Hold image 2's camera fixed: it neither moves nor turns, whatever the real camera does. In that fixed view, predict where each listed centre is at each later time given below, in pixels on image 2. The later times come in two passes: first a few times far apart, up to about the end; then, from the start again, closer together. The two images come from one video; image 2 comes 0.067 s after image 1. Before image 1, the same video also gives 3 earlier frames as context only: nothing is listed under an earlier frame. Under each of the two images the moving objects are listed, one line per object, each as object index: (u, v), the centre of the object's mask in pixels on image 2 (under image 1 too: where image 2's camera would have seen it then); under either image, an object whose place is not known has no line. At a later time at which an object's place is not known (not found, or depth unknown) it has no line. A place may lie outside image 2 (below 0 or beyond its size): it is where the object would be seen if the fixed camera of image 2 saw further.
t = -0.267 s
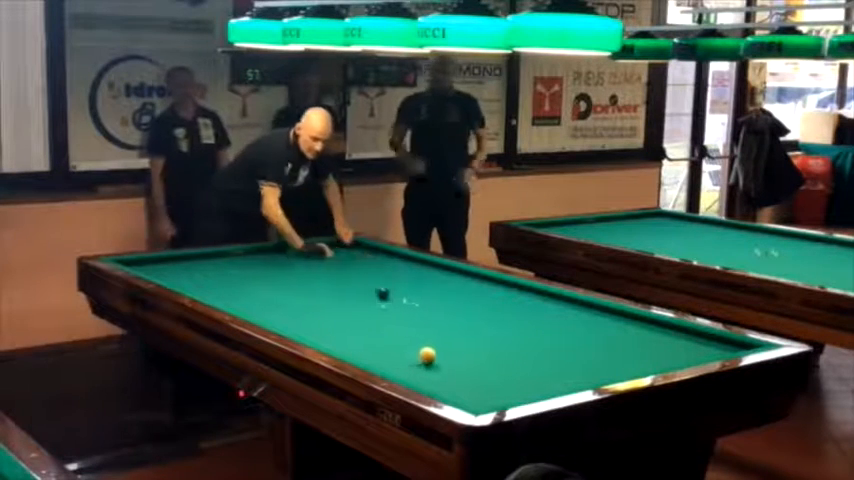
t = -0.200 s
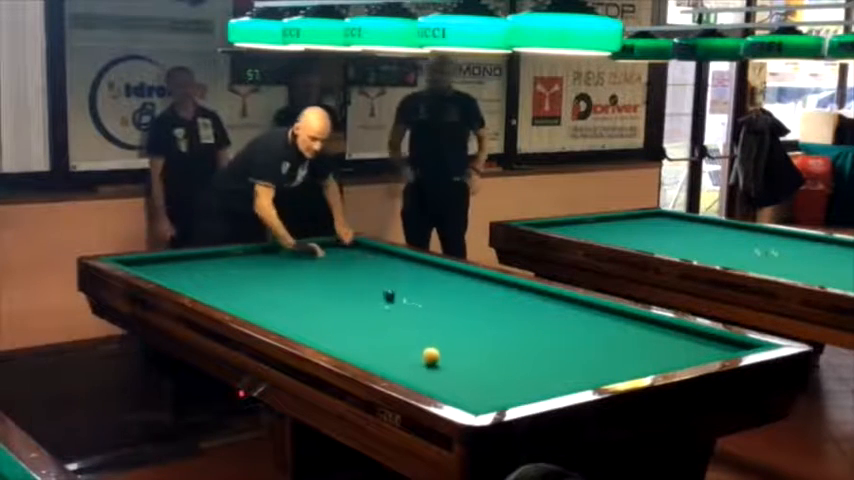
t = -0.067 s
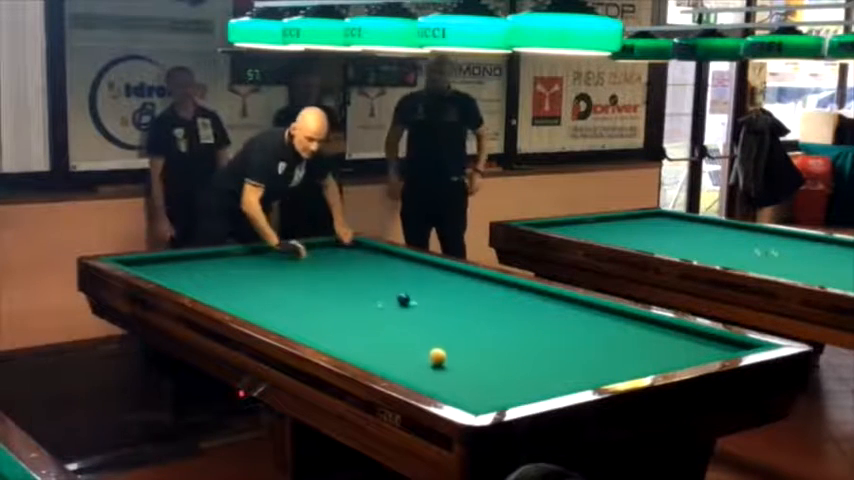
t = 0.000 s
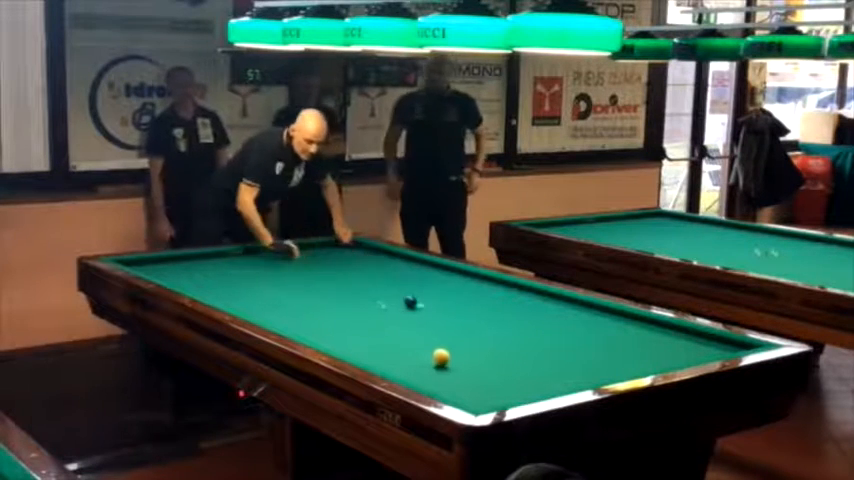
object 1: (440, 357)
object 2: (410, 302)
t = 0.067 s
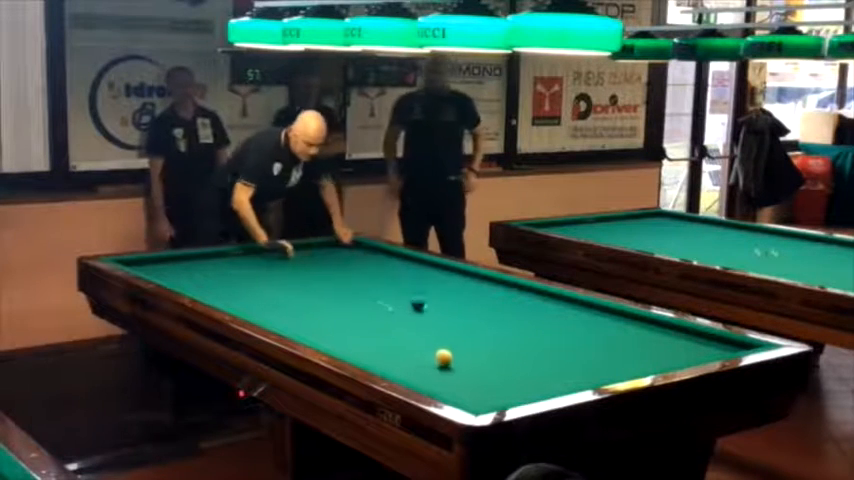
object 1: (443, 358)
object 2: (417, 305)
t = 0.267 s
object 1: (452, 359)
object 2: (440, 312)
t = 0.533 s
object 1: (464, 361)
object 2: (470, 322)
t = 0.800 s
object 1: (475, 362)
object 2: (502, 333)
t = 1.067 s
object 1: (485, 364)
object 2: (537, 344)
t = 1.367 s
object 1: (496, 365)
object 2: (578, 358)
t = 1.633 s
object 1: (505, 366)
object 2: (617, 371)
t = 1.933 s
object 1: (513, 368)
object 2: (613, 370)
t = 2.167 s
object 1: (520, 368)
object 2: (593, 364)
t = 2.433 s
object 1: (525, 369)
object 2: (573, 357)
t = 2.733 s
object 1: (531, 370)
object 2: (552, 351)
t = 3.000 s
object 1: (536, 370)
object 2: (534, 345)
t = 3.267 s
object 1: (539, 371)
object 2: (518, 340)
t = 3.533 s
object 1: (543, 371)
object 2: (502, 335)
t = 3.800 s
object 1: (544, 371)
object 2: (488, 331)
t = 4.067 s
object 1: (545, 371)
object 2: (475, 326)
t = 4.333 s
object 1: (545, 371)
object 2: (463, 322)
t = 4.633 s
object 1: (545, 371)
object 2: (451, 318)
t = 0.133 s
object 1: (446, 358)
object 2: (425, 309)
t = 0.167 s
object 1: (448, 358)
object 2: (429, 309)
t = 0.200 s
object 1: (449, 359)
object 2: (432, 310)
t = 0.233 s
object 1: (451, 359)
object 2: (436, 311)
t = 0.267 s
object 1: (452, 359)
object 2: (440, 312)
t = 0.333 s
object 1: (455, 360)
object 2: (447, 315)
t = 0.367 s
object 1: (457, 360)
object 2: (451, 316)
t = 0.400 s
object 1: (458, 360)
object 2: (455, 317)
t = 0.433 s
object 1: (459, 360)
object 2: (459, 318)
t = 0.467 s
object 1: (461, 361)
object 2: (463, 320)
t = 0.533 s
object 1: (464, 361)
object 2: (470, 322)
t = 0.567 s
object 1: (466, 361)
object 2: (474, 323)
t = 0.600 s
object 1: (467, 361)
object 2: (478, 325)
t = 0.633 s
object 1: (469, 362)
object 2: (482, 326)
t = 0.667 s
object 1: (470, 362)
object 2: (486, 328)
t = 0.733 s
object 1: (472, 362)
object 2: (494, 330)
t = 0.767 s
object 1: (474, 362)
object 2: (499, 331)
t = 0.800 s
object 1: (475, 362)
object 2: (502, 333)
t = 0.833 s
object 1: (477, 363)
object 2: (507, 334)
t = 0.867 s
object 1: (478, 363)
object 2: (511, 335)
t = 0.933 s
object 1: (480, 363)
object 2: (520, 339)
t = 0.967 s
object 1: (482, 363)
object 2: (524, 340)
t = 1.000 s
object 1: (483, 364)
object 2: (528, 341)
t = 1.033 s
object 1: (484, 364)
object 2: (533, 343)
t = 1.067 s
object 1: (485, 364)
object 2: (537, 344)
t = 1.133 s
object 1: (488, 364)
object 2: (546, 347)
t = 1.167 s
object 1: (489, 364)
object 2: (551, 348)
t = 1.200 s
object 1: (490, 364)
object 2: (555, 350)
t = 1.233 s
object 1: (492, 364)
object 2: (559, 351)
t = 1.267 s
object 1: (493, 365)
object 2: (564, 353)
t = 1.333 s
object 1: (495, 365)
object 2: (573, 356)
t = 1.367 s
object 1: (496, 365)
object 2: (578, 358)
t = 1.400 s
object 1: (498, 365)
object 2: (583, 359)
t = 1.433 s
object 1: (499, 365)
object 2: (588, 361)
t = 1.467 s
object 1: (499, 365)
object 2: (593, 362)
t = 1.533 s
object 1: (502, 366)
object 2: (602, 366)
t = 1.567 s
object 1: (502, 366)
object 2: (607, 367)
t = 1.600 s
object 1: (503, 366)
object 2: (612, 369)
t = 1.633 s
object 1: (505, 366)
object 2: (617, 371)
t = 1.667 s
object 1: (505, 366)
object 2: (622, 371)
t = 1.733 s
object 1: (508, 366)
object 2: (630, 371)
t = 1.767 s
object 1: (509, 367)
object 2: (629, 371)
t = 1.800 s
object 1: (509, 367)
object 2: (626, 371)
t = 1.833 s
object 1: (510, 367)
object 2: (622, 371)
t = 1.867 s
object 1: (511, 367)
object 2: (619, 370)
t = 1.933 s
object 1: (513, 368)
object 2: (613, 370)
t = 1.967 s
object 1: (513, 367)
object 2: (610, 369)
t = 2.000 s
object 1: (515, 367)
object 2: (607, 367)
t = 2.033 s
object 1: (516, 368)
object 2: (605, 367)
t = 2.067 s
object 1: (516, 368)
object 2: (602, 366)
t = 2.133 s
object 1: (518, 368)
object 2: (596, 364)
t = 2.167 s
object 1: (520, 368)
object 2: (593, 364)
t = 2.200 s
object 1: (520, 368)
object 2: (591, 363)
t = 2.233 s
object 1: (521, 368)
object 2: (588, 362)
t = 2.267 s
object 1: (521, 368)
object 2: (586, 362)
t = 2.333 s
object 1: (523, 369)
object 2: (581, 360)
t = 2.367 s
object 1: (523, 369)
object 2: (578, 359)
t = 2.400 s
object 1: (524, 369)
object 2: (576, 357)
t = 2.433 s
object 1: (525, 369)
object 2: (573, 357)
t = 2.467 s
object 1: (525, 369)
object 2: (571, 356)
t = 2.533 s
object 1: (527, 369)
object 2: (566, 355)
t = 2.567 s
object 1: (528, 369)
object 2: (563, 354)
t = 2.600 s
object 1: (528, 369)
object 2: (561, 353)
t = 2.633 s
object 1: (530, 369)
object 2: (559, 353)
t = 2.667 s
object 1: (530, 370)
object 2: (556, 352)
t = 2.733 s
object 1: (531, 370)
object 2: (552, 351)
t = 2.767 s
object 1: (531, 370)
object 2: (550, 350)
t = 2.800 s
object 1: (532, 370)
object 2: (547, 350)
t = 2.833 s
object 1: (533, 370)
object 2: (545, 349)
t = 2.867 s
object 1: (534, 370)
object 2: (543, 348)
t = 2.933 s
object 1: (535, 370)
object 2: (538, 346)
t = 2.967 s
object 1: (535, 370)
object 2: (536, 346)
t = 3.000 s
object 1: (536, 370)
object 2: (534, 345)
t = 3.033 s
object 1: (537, 370)
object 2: (531, 344)
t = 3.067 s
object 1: (537, 370)
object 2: (530, 344)
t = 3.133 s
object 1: (538, 370)
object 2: (526, 342)
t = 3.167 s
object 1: (538, 370)
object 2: (524, 342)
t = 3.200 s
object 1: (539, 370)
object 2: (522, 342)
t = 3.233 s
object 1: (539, 370)
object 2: (520, 341)
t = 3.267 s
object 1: (539, 371)
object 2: (518, 340)
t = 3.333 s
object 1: (540, 371)
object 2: (514, 339)
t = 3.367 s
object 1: (540, 371)
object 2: (512, 338)
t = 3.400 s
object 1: (541, 370)
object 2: (510, 337)
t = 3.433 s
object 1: (541, 370)
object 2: (508, 337)
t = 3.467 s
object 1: (541, 371)
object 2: (506, 336)
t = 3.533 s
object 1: (543, 371)
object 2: (502, 335)
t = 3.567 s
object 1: (543, 371)
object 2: (500, 335)
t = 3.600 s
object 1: (543, 371)
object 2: (499, 334)
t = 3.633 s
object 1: (543, 371)
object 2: (497, 333)
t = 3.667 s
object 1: (543, 370)
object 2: (495, 333)
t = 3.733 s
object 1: (544, 371)
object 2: (492, 332)
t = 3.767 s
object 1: (544, 371)
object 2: (490, 331)
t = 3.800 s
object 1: (544, 371)
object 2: (488, 331)
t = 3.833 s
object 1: (544, 371)
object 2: (486, 330)
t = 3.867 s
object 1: (544, 371)
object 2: (485, 330)
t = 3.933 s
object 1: (545, 371)
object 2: (482, 329)
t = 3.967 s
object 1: (545, 371)
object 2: (480, 328)
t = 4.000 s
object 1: (545, 371)
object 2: (478, 328)
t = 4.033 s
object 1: (545, 371)
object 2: (477, 327)
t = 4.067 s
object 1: (545, 371)
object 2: (475, 326)
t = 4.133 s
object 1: (545, 371)
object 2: (472, 326)
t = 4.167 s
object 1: (545, 371)
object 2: (471, 325)
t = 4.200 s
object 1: (545, 371)
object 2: (469, 324)
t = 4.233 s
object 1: (545, 371)
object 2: (468, 324)
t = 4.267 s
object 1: (545, 371)
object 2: (466, 323)
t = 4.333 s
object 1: (545, 371)
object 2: (463, 322)
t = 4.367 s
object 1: (545, 371)
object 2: (462, 322)
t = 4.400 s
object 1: (545, 371)
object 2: (461, 322)
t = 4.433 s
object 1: (545, 371)
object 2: (459, 321)
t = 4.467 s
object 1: (545, 371)
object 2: (458, 321)
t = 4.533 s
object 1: (545, 371)
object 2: (455, 320)
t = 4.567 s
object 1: (545, 371)
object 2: (454, 319)
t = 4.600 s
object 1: (545, 371)
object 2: (452, 318)
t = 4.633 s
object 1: (545, 371)
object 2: (451, 318)
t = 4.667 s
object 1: (545, 371)
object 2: (450, 318)
